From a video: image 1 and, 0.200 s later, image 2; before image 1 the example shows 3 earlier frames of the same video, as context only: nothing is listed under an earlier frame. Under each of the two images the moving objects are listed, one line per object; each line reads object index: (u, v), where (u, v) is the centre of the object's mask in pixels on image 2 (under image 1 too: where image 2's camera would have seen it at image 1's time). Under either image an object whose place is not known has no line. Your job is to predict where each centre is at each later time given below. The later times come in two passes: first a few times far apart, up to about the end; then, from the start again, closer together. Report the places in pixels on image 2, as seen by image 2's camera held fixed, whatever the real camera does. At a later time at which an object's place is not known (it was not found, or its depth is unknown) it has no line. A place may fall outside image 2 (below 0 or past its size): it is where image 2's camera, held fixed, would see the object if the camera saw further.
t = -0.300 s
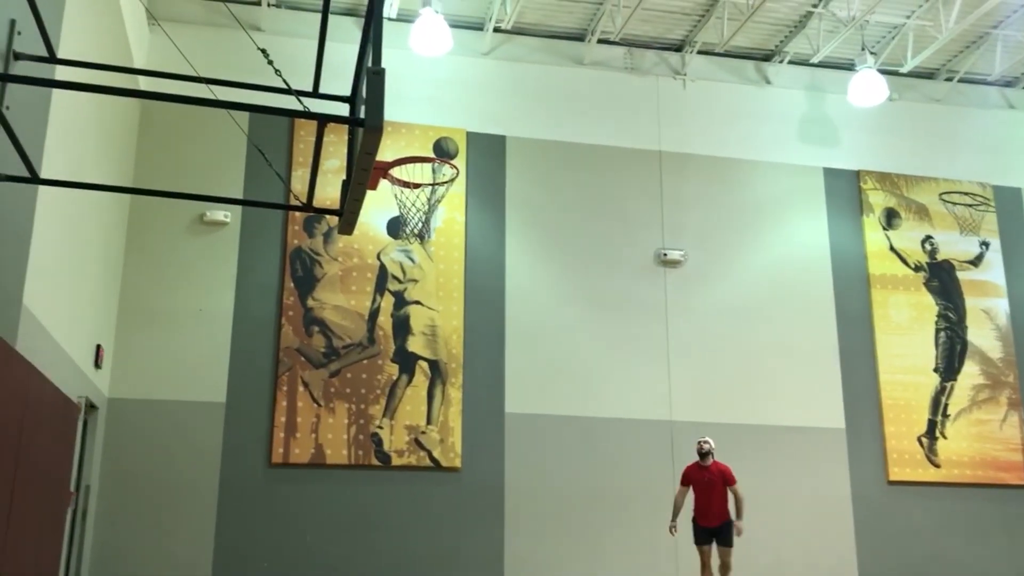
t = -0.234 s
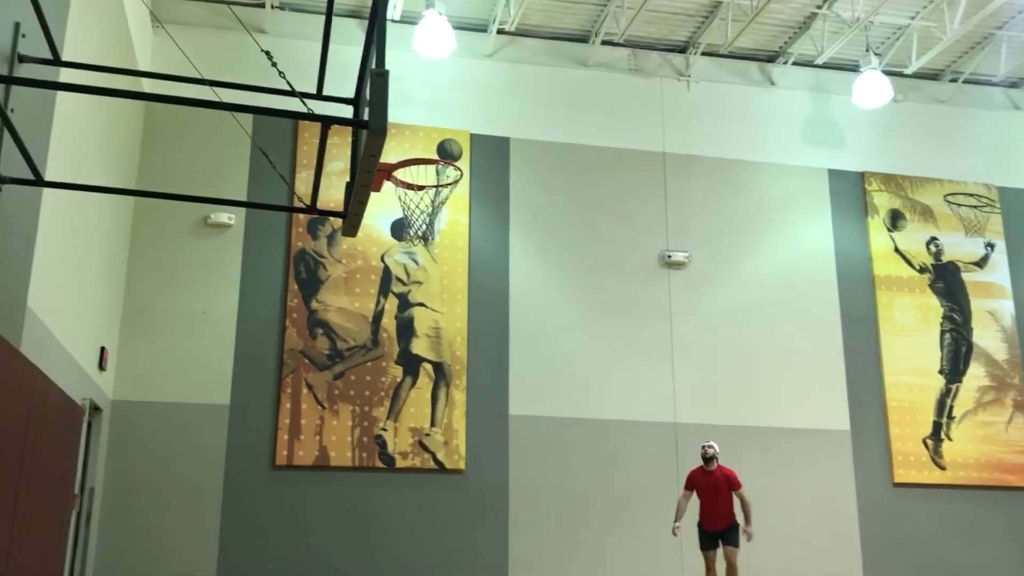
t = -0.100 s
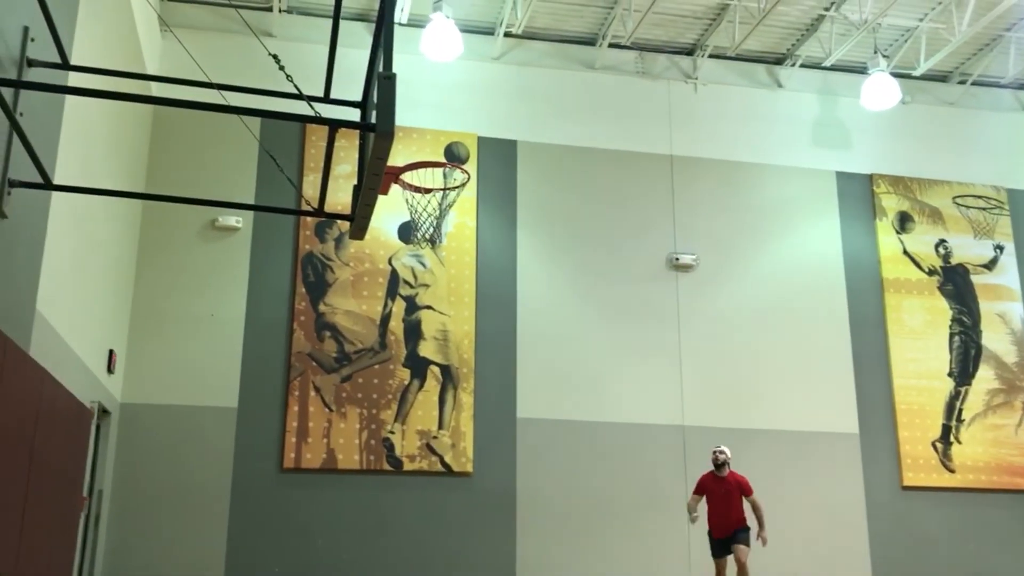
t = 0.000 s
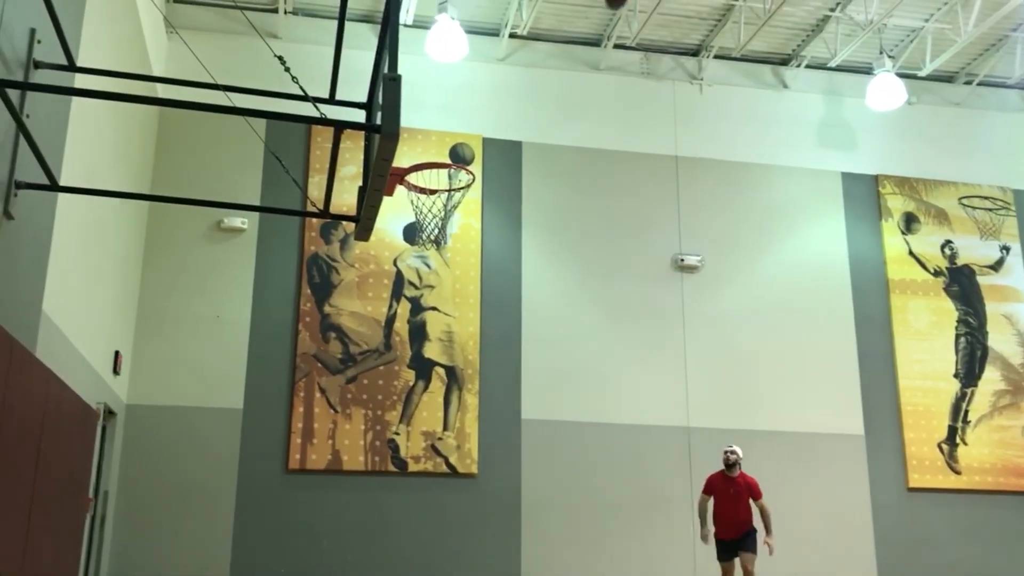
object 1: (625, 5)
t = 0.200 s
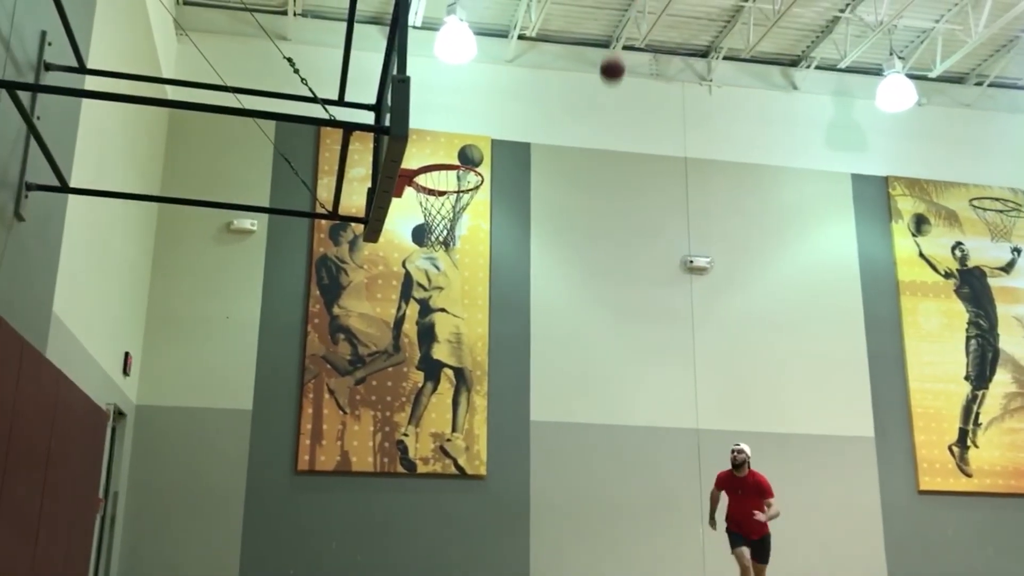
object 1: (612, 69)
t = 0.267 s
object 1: (608, 102)
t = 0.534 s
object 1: (587, 301)
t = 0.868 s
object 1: (564, 544)
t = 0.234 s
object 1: (610, 85)
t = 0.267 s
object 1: (608, 102)
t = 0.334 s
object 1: (603, 142)
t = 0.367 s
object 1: (601, 165)
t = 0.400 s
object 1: (598, 189)
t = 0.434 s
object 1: (595, 214)
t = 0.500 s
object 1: (590, 270)
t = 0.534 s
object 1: (587, 301)
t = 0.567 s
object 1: (584, 334)
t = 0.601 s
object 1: (582, 369)
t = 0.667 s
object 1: (577, 450)
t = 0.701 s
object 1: (575, 495)
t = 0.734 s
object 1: (573, 542)
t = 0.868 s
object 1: (564, 544)
